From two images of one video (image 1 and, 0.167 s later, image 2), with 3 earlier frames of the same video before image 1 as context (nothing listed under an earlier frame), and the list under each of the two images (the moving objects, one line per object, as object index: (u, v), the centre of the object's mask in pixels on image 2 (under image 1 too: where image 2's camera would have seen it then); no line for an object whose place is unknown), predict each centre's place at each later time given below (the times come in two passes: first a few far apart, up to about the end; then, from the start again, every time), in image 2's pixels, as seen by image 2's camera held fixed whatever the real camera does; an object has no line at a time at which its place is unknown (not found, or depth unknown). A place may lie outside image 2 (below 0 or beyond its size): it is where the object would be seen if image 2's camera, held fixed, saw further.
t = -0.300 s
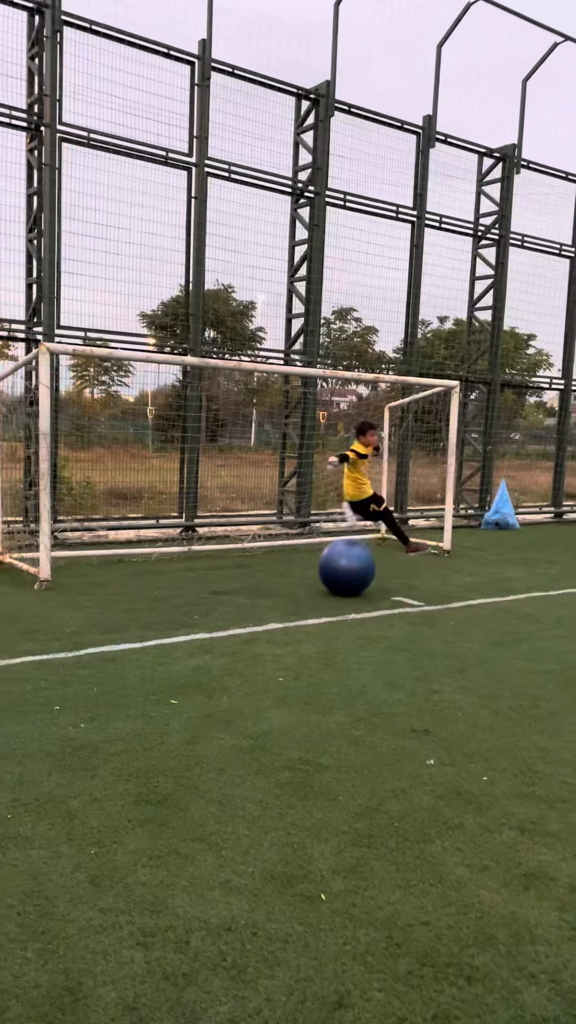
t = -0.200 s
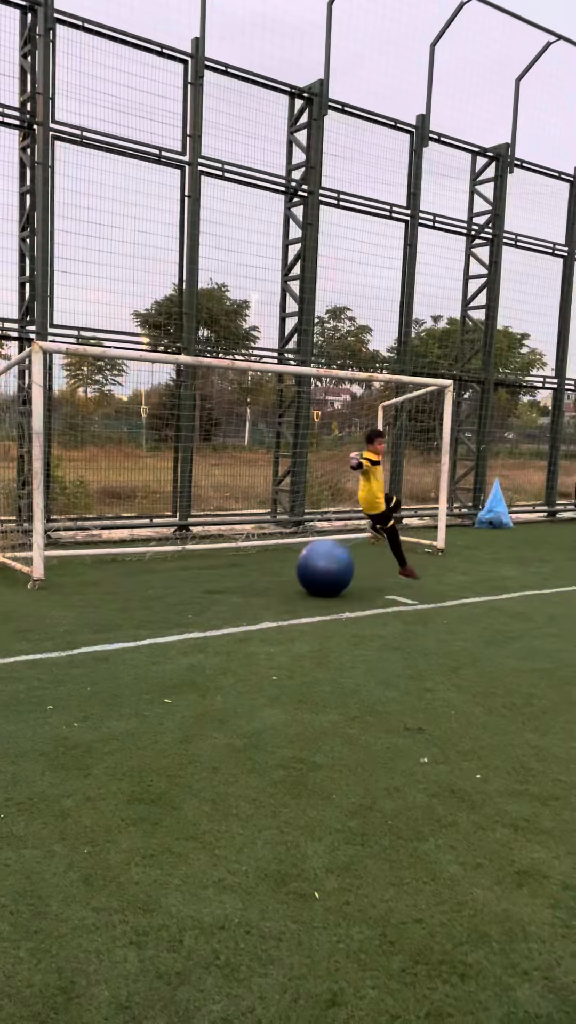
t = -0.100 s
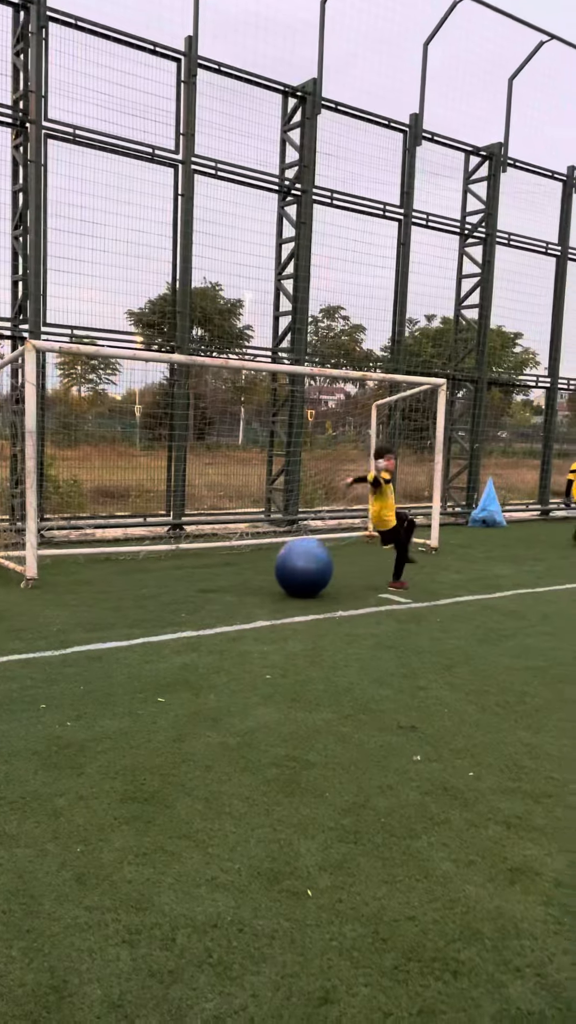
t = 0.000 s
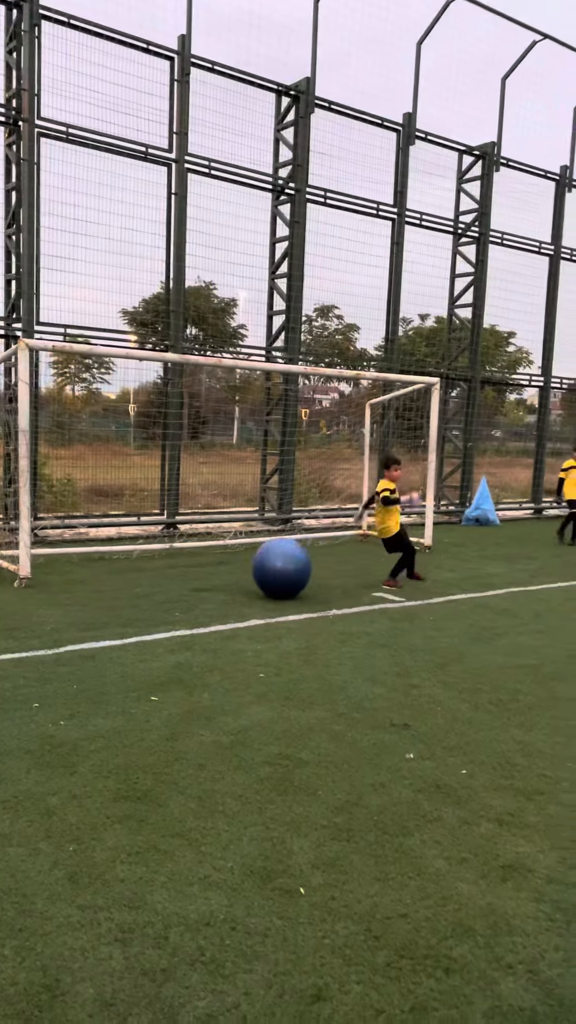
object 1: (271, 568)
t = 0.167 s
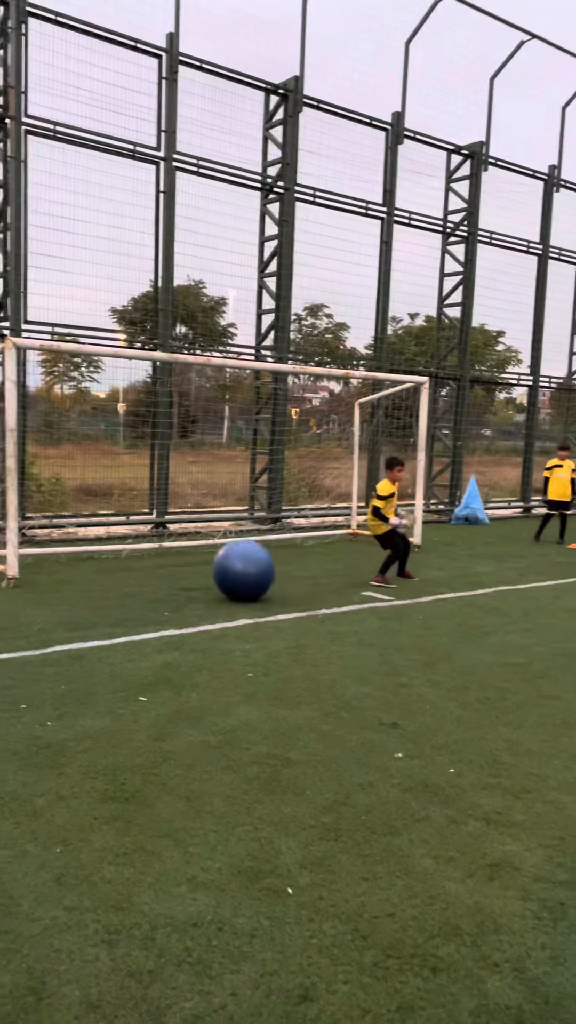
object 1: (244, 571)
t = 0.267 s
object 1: (227, 573)
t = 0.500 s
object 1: (186, 577)
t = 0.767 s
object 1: (139, 582)
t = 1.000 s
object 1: (96, 587)
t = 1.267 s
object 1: (54, 593)
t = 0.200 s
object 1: (238, 572)
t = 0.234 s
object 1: (233, 573)
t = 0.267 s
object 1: (227, 573)
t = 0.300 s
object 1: (221, 574)
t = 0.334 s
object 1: (216, 574)
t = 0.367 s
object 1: (210, 574)
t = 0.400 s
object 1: (204, 575)
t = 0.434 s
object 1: (198, 575)
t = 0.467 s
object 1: (192, 576)
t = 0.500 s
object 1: (186, 577)
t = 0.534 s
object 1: (180, 578)
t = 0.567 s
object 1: (175, 579)
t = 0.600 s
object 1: (169, 579)
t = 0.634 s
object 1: (163, 579)
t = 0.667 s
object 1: (157, 580)
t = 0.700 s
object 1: (151, 581)
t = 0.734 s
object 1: (145, 582)
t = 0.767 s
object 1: (139, 582)
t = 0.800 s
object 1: (133, 583)
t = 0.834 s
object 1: (127, 583)
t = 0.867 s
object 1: (121, 584)
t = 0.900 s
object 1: (115, 585)
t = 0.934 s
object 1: (109, 585)
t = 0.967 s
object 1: (103, 586)
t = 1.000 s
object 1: (96, 587)
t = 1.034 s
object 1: (90, 587)
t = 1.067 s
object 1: (84, 587)
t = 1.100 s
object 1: (78, 588)
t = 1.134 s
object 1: (71, 590)
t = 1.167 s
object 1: (65, 591)
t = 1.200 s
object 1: (61, 592)
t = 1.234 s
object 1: (57, 593)
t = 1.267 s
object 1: (54, 593)
